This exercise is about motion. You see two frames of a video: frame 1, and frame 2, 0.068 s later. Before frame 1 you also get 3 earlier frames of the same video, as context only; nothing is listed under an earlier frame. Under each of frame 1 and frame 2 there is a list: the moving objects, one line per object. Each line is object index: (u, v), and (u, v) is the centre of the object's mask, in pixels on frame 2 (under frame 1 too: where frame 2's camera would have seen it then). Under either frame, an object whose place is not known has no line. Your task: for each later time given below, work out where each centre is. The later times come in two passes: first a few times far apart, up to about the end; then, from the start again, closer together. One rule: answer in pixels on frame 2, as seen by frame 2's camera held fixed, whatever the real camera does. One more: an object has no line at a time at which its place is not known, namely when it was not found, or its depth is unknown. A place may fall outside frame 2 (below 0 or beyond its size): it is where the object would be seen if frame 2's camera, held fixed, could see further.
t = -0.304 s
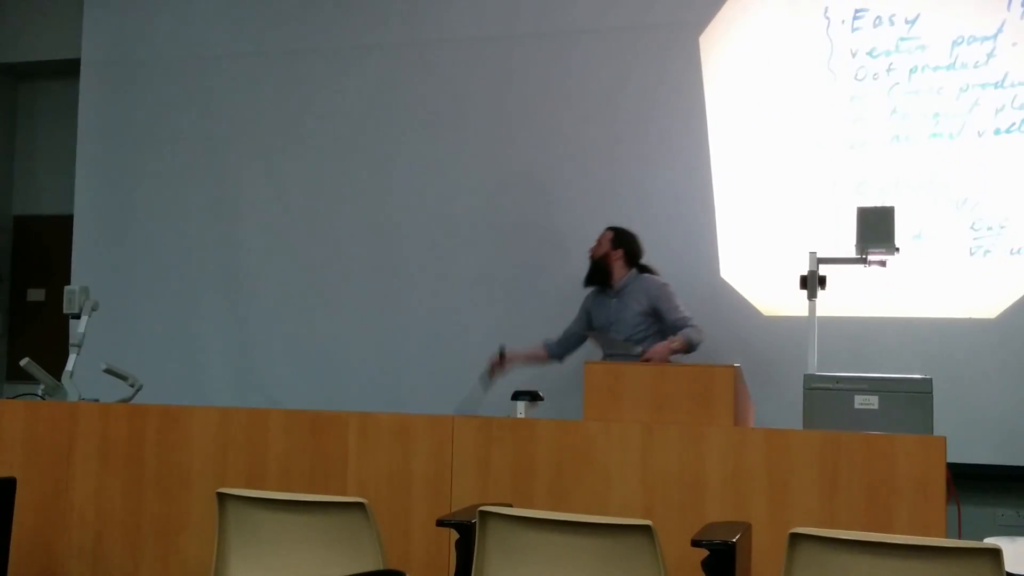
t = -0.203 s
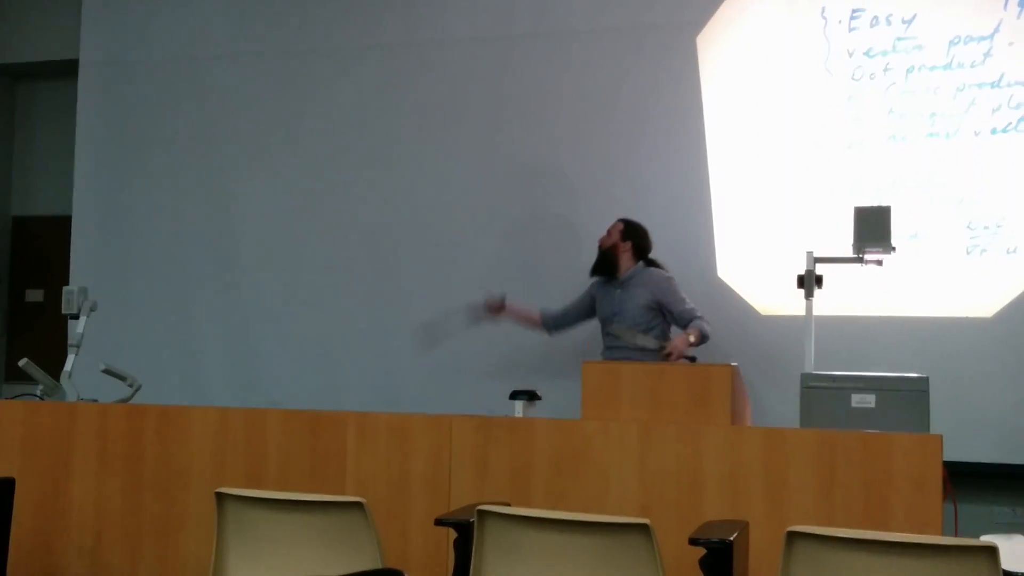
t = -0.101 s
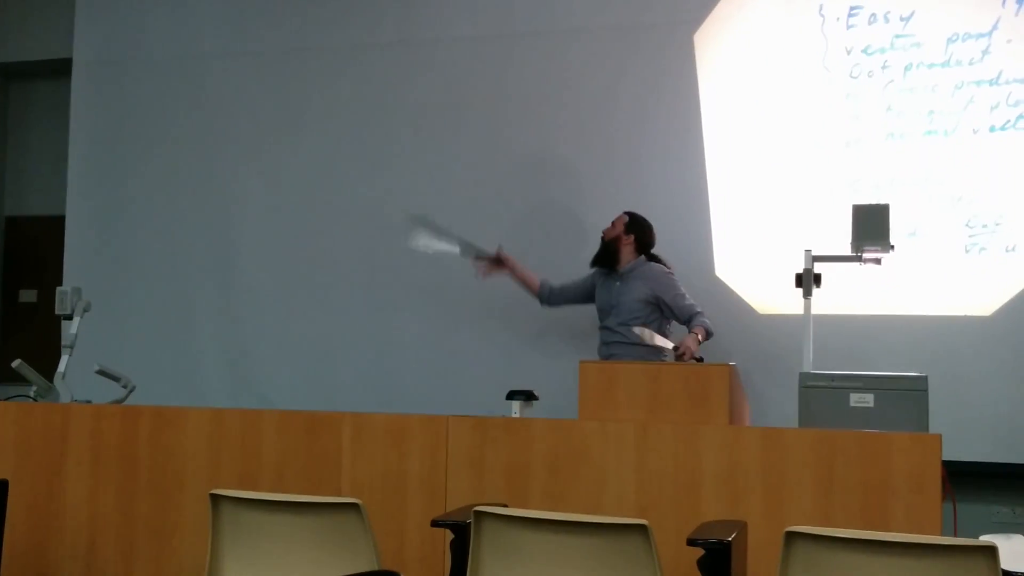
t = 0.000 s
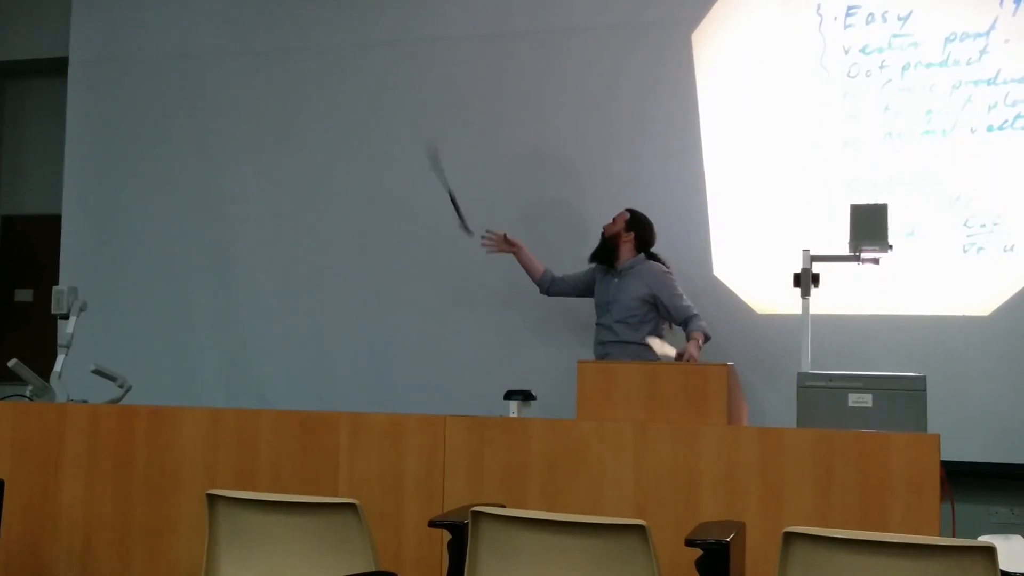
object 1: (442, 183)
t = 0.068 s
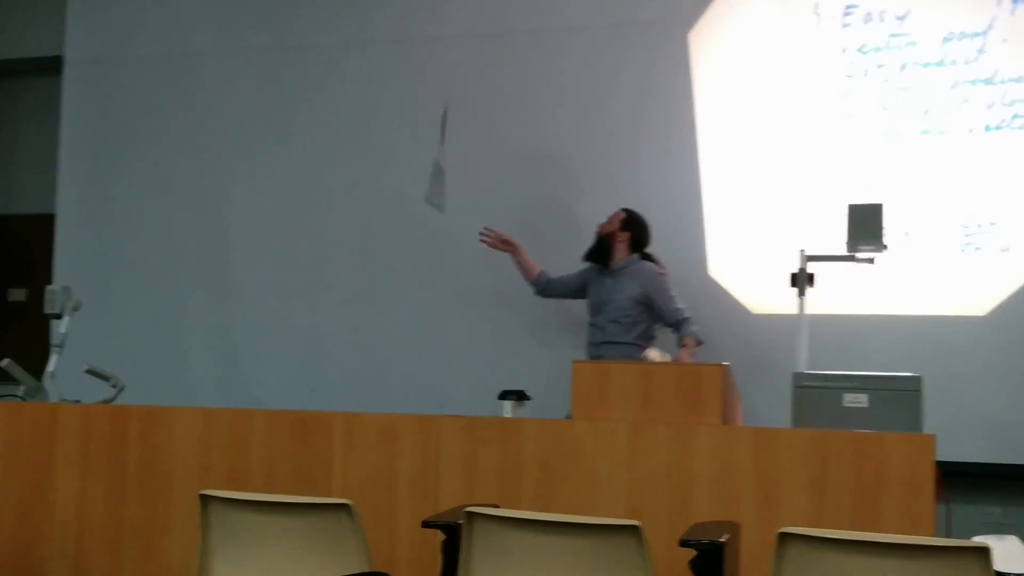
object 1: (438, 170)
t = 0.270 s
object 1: (432, 114)
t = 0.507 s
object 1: (436, 159)
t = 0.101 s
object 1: (433, 156)
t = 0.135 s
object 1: (433, 138)
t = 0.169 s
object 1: (432, 129)
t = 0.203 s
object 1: (431, 122)
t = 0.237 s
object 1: (432, 117)
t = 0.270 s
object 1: (432, 114)
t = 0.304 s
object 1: (423, 111)
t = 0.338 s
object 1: (433, 118)
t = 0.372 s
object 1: (433, 123)
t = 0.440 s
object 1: (431, 135)
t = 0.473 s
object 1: (433, 147)
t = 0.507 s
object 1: (436, 159)
